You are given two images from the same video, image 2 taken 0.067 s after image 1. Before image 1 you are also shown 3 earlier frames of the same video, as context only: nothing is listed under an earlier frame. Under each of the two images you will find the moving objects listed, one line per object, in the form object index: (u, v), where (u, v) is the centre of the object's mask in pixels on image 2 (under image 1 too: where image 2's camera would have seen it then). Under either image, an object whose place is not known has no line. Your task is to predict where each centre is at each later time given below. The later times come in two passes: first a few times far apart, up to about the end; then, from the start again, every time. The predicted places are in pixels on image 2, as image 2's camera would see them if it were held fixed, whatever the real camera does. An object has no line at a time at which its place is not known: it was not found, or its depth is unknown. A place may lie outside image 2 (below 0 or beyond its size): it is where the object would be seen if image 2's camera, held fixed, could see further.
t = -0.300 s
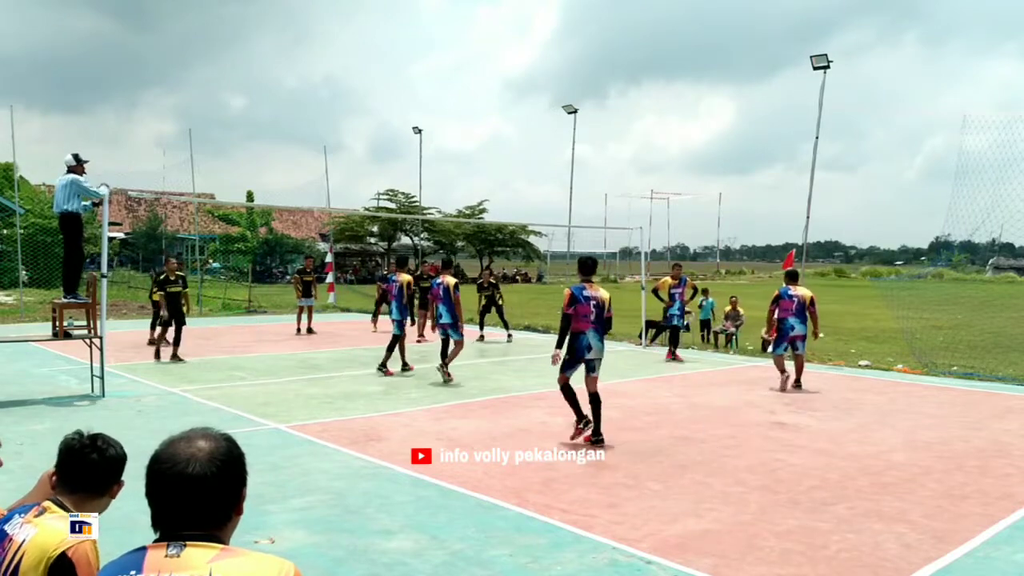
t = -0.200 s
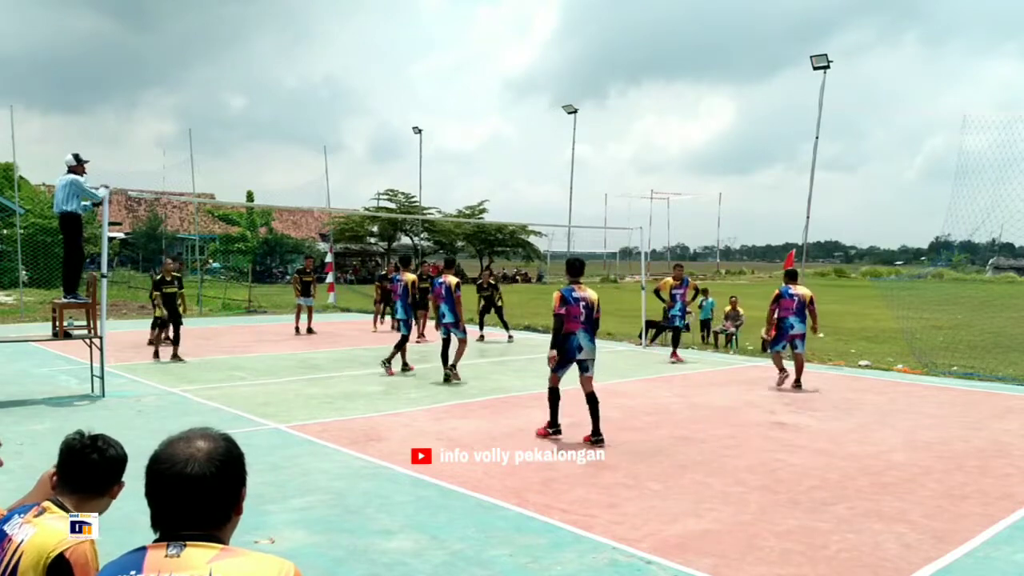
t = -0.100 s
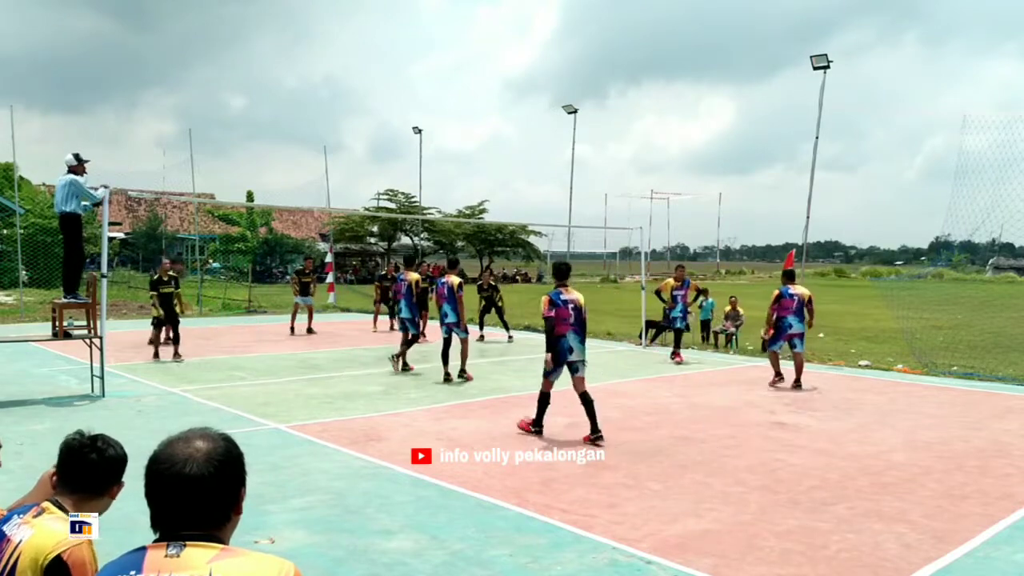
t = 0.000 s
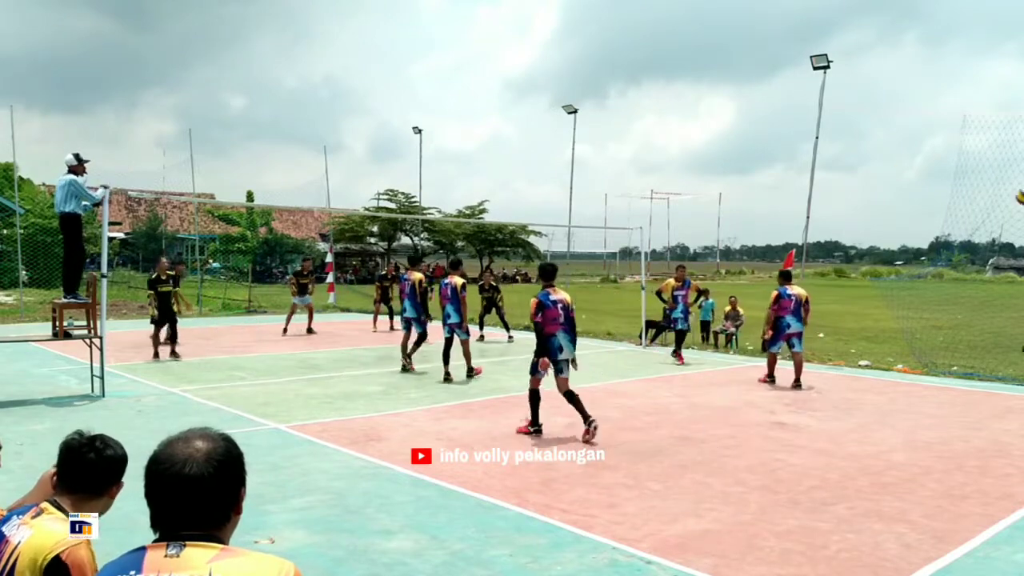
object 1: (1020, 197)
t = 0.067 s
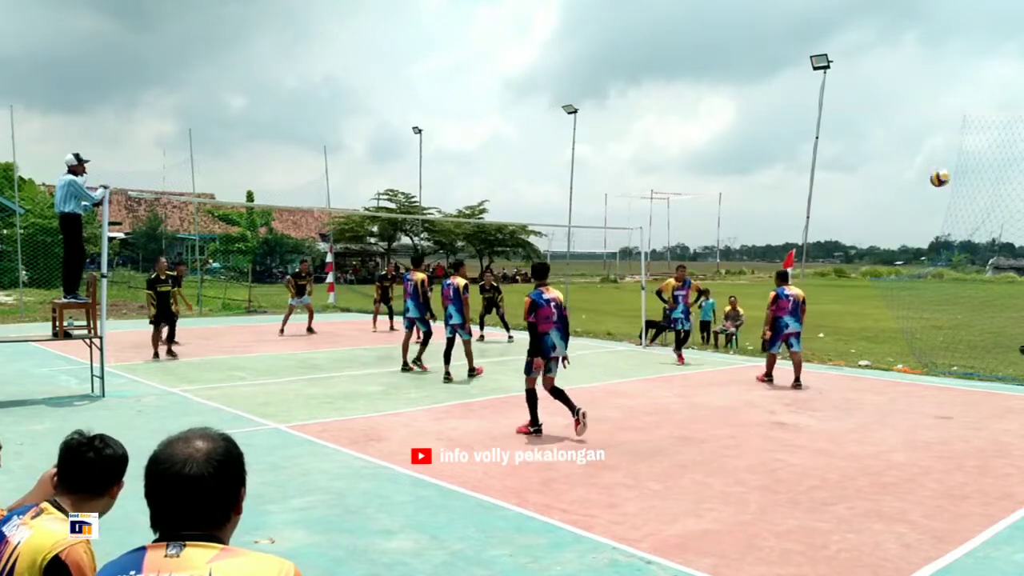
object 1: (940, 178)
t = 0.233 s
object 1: (764, 157)
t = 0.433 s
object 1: (612, 163)
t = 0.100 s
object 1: (900, 172)
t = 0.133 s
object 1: (863, 167)
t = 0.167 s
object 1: (828, 162)
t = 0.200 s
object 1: (795, 160)
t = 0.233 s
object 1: (764, 157)
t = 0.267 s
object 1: (735, 157)
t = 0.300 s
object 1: (708, 157)
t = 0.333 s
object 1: (682, 158)
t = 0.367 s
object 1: (658, 159)
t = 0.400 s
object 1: (634, 161)
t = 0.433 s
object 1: (612, 163)
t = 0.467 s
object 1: (592, 166)
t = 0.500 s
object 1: (572, 169)
